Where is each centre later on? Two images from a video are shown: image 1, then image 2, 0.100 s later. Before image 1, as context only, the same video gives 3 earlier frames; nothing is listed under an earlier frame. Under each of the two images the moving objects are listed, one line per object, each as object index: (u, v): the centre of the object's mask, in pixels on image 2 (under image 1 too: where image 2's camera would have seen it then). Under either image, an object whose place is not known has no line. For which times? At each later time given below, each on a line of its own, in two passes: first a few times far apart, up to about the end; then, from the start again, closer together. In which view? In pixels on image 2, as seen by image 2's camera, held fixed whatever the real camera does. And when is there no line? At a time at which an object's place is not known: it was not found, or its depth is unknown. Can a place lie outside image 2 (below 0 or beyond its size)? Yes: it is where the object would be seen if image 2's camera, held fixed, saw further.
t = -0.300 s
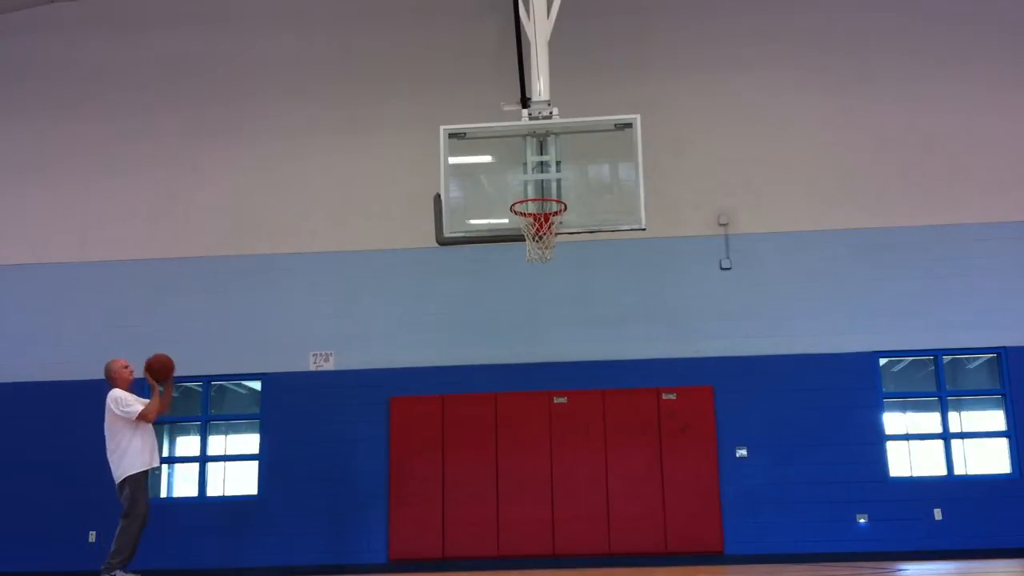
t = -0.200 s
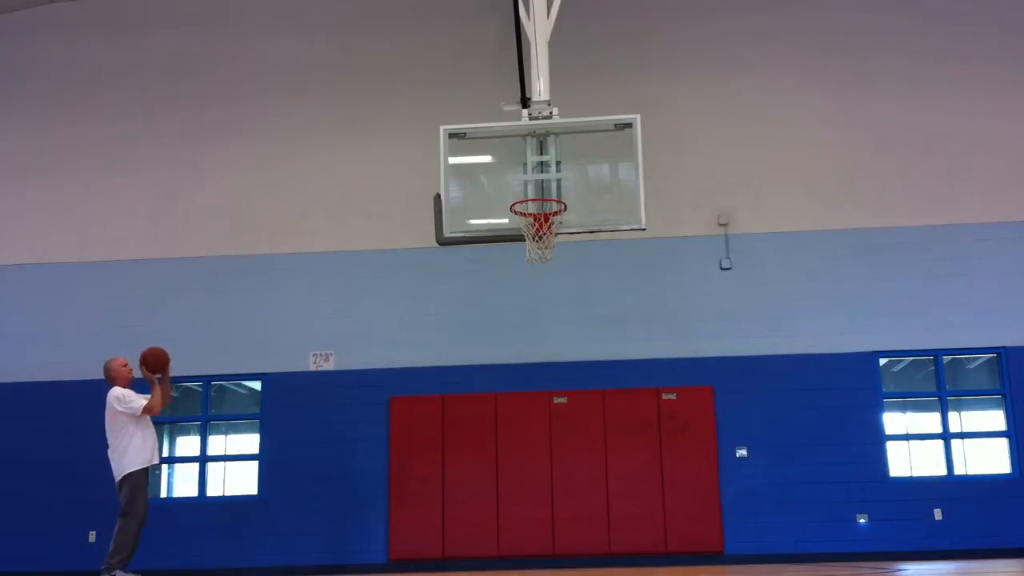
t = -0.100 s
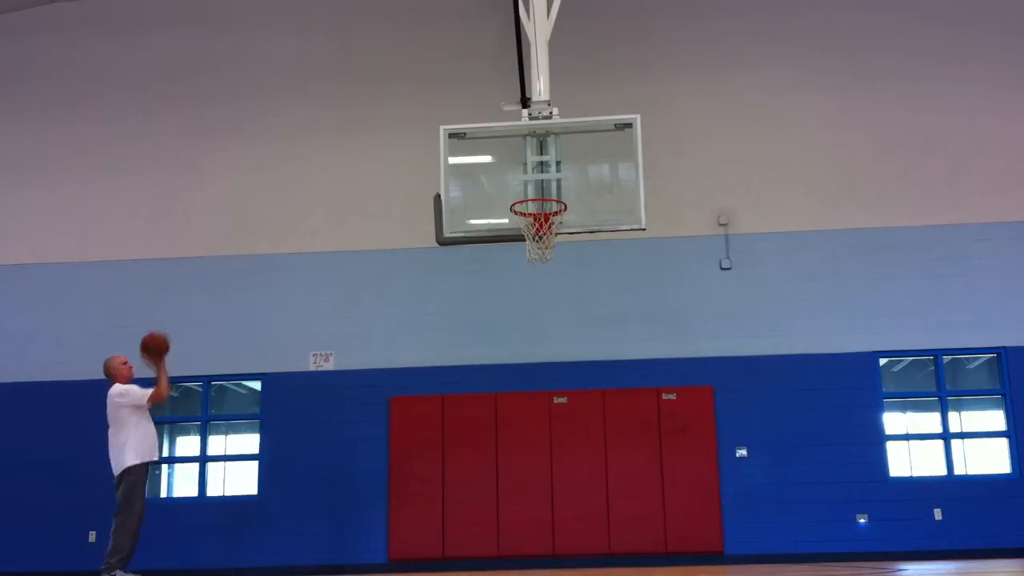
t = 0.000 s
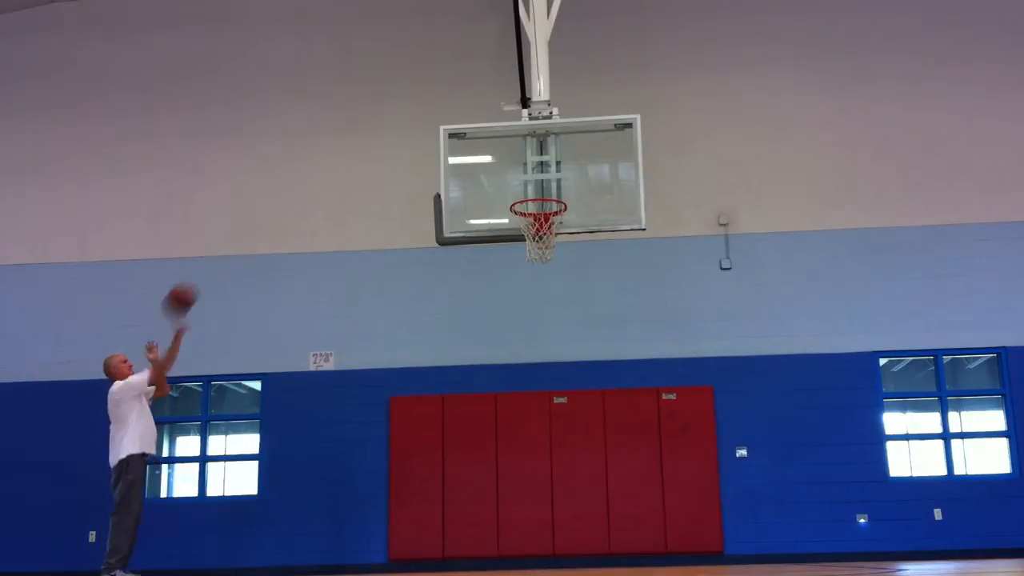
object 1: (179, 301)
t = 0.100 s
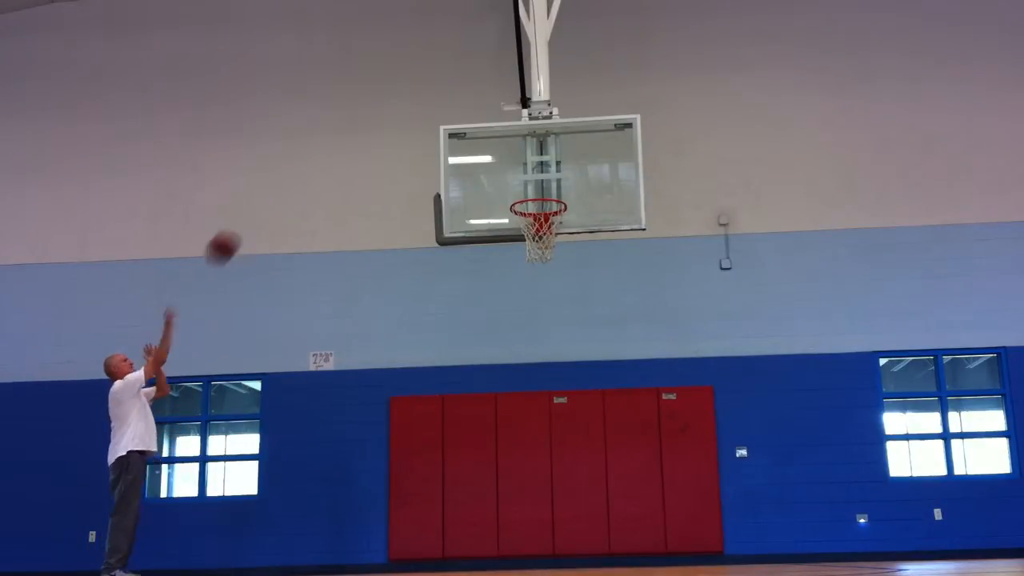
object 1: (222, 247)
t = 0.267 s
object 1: (290, 184)
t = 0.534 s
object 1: (396, 142)
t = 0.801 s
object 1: (501, 175)
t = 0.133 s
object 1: (236, 232)
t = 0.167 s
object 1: (249, 218)
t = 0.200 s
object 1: (263, 206)
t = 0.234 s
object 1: (277, 195)
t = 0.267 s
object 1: (290, 184)
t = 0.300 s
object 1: (304, 175)
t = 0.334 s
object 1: (318, 167)
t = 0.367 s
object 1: (331, 160)
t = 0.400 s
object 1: (344, 154)
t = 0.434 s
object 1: (357, 149)
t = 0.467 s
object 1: (370, 146)
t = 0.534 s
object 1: (396, 142)
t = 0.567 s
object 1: (409, 142)
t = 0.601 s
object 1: (421, 143)
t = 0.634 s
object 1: (434, 146)
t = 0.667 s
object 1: (447, 149)
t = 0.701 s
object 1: (462, 154)
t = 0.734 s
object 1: (475, 161)
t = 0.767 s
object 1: (489, 169)
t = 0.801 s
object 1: (501, 175)
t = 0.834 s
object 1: (514, 185)
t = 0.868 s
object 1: (527, 192)
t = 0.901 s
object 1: (545, 209)
